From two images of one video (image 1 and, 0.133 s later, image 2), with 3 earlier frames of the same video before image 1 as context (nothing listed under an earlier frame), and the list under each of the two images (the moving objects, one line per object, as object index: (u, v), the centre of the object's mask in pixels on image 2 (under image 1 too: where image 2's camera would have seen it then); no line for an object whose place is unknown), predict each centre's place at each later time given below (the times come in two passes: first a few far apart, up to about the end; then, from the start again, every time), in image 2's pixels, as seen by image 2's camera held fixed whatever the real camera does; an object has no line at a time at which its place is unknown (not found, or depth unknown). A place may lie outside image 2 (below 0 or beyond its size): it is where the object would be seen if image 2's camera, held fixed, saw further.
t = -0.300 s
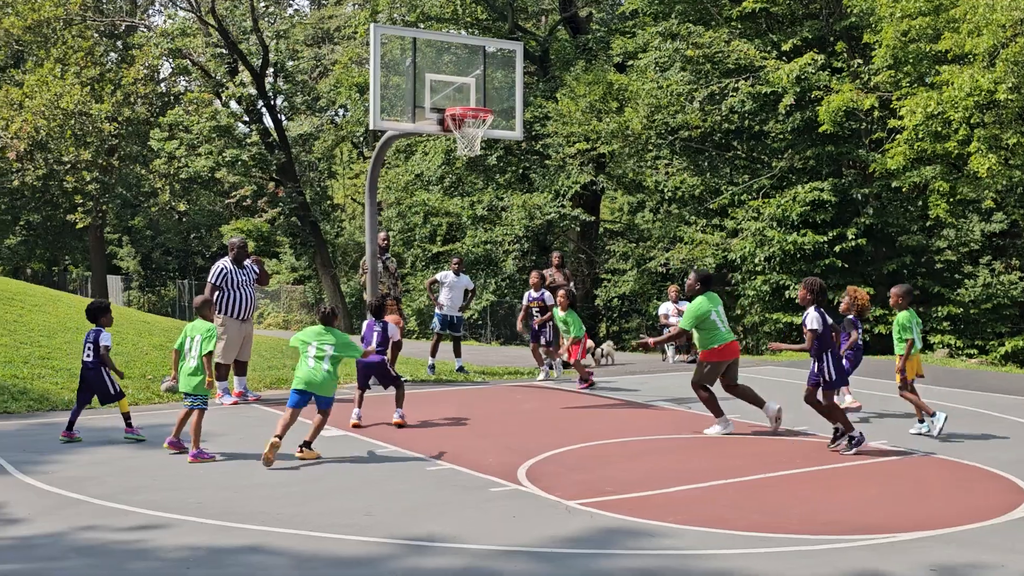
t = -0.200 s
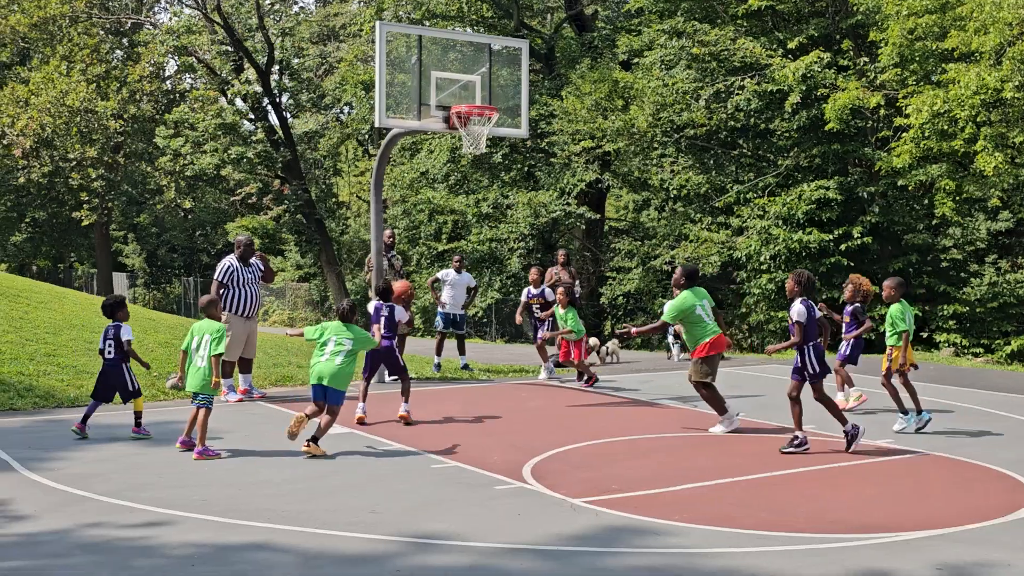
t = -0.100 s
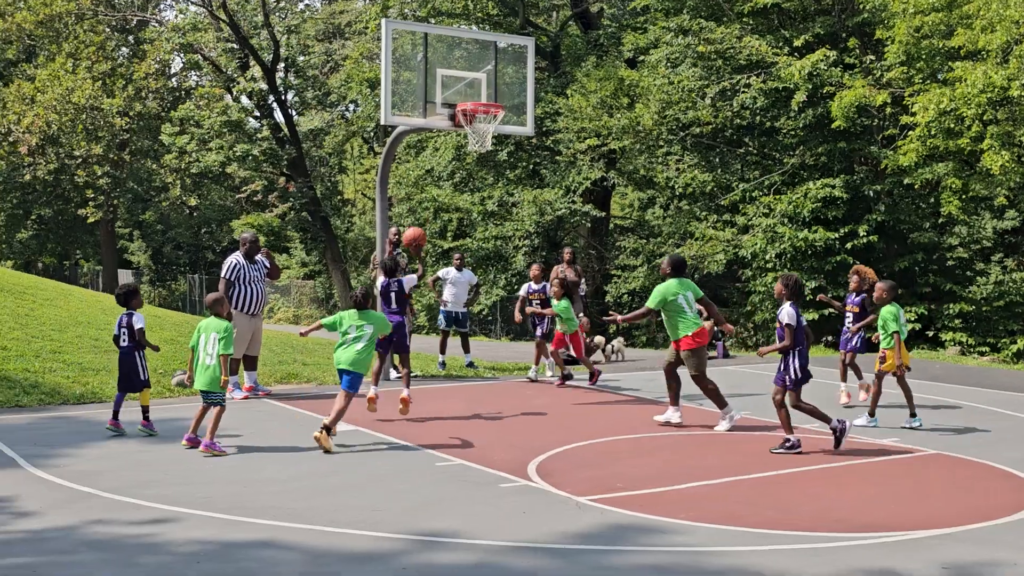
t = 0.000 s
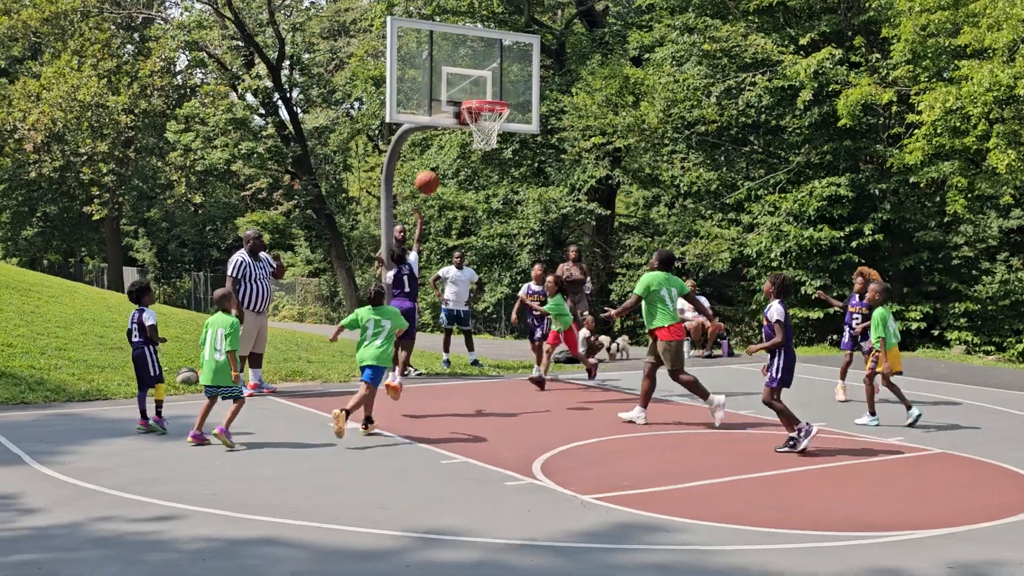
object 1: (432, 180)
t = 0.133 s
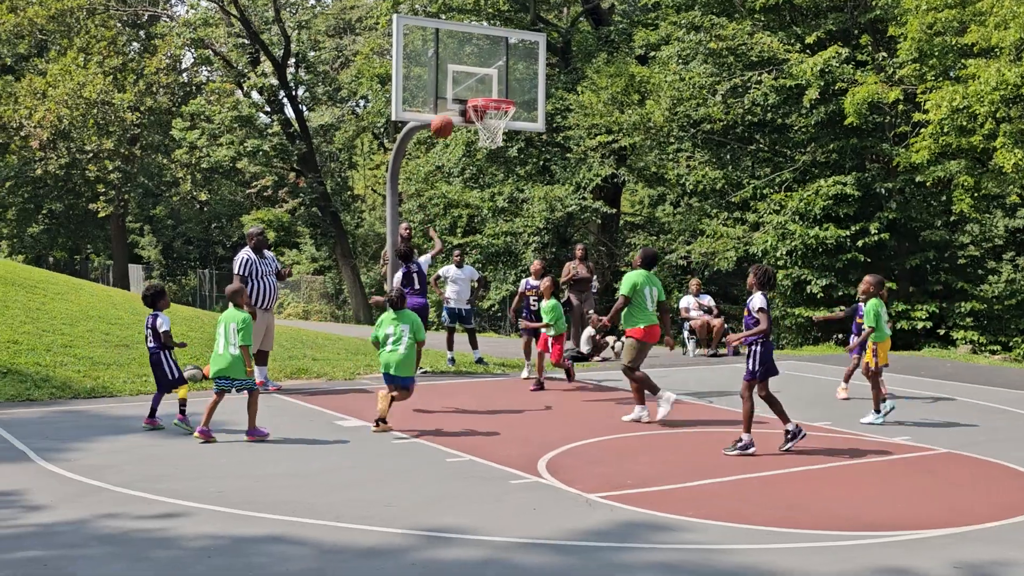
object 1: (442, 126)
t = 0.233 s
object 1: (449, 99)
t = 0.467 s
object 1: (475, 87)
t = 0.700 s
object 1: (500, 117)
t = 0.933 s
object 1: (498, 154)
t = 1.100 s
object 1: (496, 208)
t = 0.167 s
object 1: (445, 116)
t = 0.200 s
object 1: (447, 107)
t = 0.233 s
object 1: (449, 99)
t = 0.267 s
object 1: (451, 92)
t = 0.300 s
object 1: (454, 87)
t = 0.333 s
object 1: (459, 85)
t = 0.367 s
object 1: (463, 84)
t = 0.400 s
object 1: (467, 84)
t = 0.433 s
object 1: (471, 85)
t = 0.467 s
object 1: (475, 87)
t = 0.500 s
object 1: (479, 89)
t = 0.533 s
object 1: (483, 91)
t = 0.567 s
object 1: (488, 93)
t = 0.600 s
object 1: (493, 96)
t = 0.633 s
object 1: (497, 114)
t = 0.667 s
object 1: (499, 115)
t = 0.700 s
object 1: (500, 117)
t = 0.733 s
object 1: (500, 119)
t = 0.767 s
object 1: (499, 132)
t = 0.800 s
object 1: (497, 130)
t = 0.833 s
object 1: (497, 133)
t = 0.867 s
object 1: (496, 139)
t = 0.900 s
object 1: (496, 146)
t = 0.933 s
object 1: (498, 154)
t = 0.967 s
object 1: (497, 162)
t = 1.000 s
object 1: (497, 173)
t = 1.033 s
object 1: (497, 184)
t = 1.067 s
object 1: (497, 196)
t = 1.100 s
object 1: (496, 208)
